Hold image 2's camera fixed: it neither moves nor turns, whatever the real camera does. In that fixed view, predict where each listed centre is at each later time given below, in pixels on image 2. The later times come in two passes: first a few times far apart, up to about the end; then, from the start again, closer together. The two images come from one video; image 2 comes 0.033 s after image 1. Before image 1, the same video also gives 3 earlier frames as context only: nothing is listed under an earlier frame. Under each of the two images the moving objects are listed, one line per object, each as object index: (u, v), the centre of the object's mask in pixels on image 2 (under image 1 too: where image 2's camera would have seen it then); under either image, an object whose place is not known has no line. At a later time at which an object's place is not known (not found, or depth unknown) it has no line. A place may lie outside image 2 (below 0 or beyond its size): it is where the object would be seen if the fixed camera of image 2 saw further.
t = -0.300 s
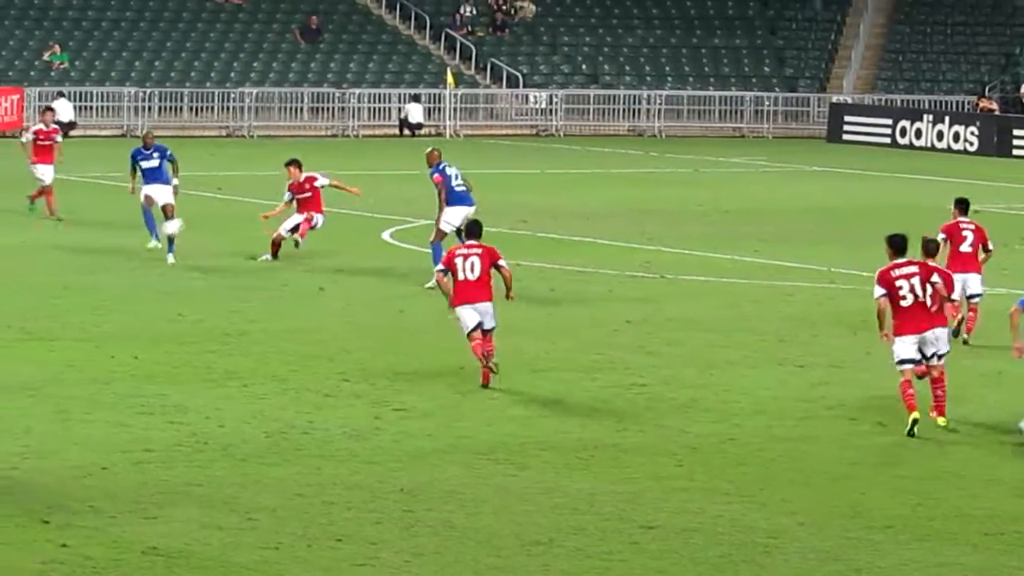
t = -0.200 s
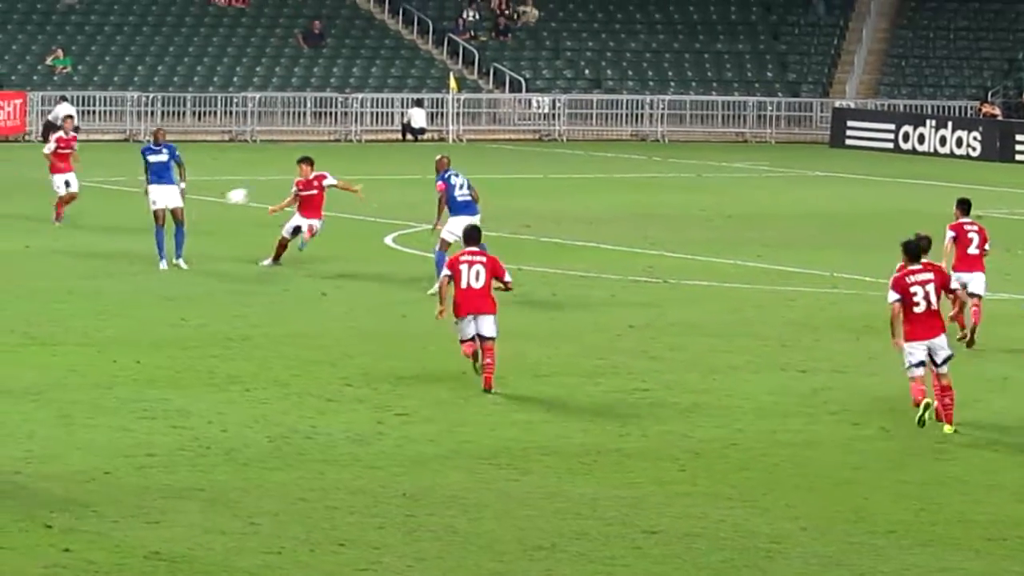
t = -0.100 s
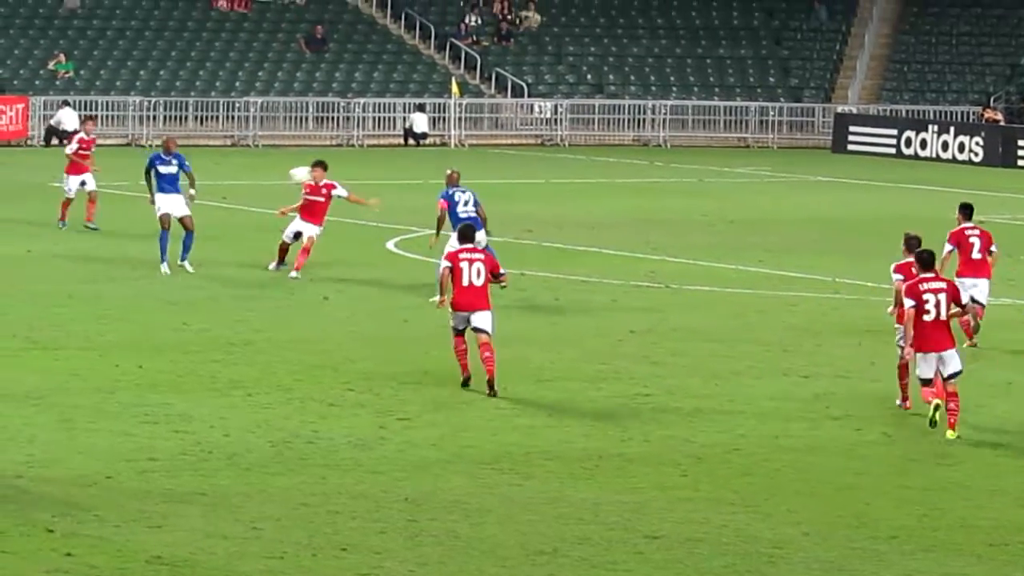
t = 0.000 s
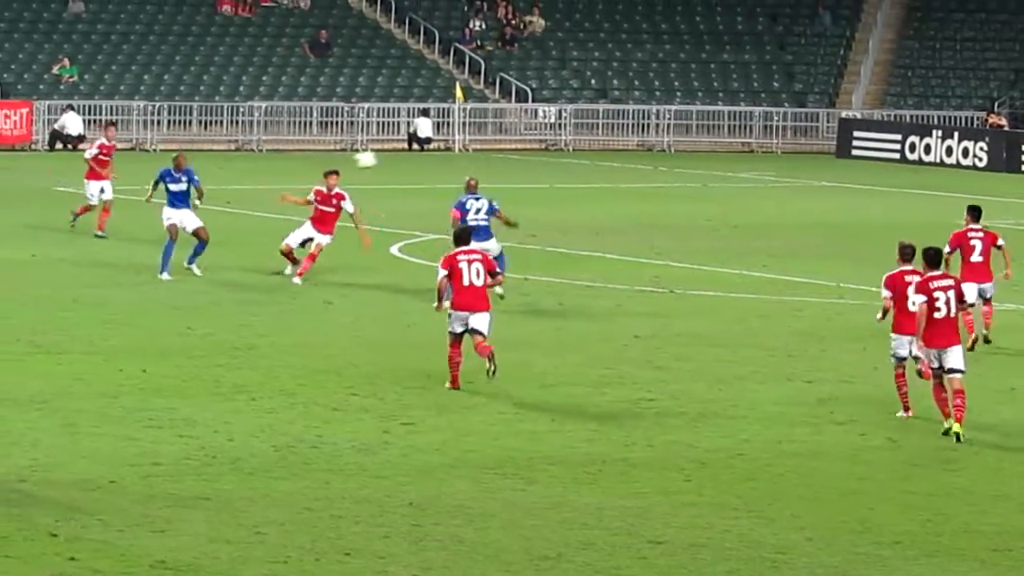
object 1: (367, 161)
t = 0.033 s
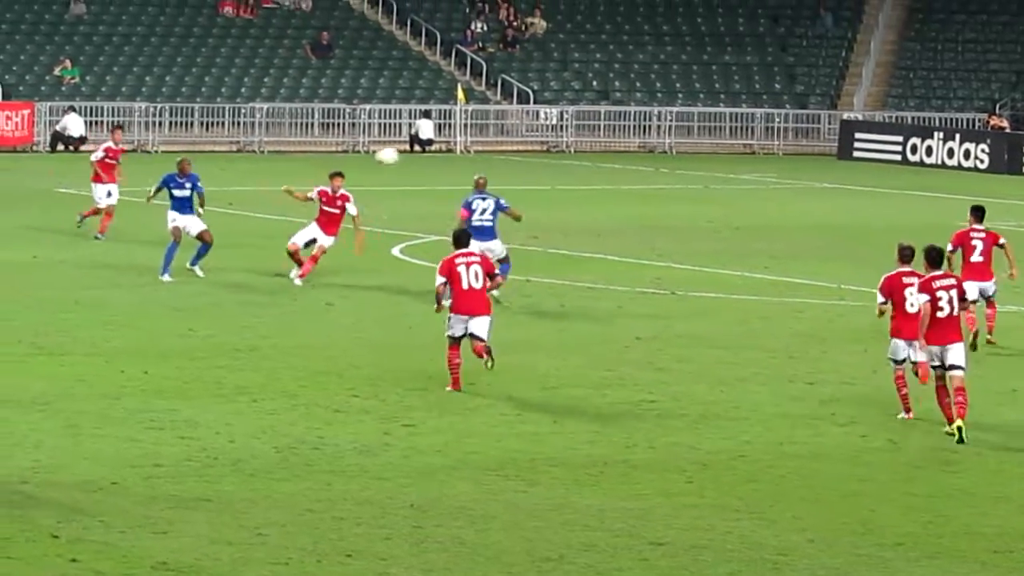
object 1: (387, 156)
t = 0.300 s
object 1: (547, 145)
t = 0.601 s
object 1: (724, 196)
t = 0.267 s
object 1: (527, 144)
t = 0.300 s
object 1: (547, 145)
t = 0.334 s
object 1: (567, 148)
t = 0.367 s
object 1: (586, 150)
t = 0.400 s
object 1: (606, 155)
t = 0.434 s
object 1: (626, 160)
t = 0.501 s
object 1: (666, 172)
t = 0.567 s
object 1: (704, 186)
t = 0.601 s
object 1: (724, 196)
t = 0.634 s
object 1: (744, 204)
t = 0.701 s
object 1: (782, 226)
